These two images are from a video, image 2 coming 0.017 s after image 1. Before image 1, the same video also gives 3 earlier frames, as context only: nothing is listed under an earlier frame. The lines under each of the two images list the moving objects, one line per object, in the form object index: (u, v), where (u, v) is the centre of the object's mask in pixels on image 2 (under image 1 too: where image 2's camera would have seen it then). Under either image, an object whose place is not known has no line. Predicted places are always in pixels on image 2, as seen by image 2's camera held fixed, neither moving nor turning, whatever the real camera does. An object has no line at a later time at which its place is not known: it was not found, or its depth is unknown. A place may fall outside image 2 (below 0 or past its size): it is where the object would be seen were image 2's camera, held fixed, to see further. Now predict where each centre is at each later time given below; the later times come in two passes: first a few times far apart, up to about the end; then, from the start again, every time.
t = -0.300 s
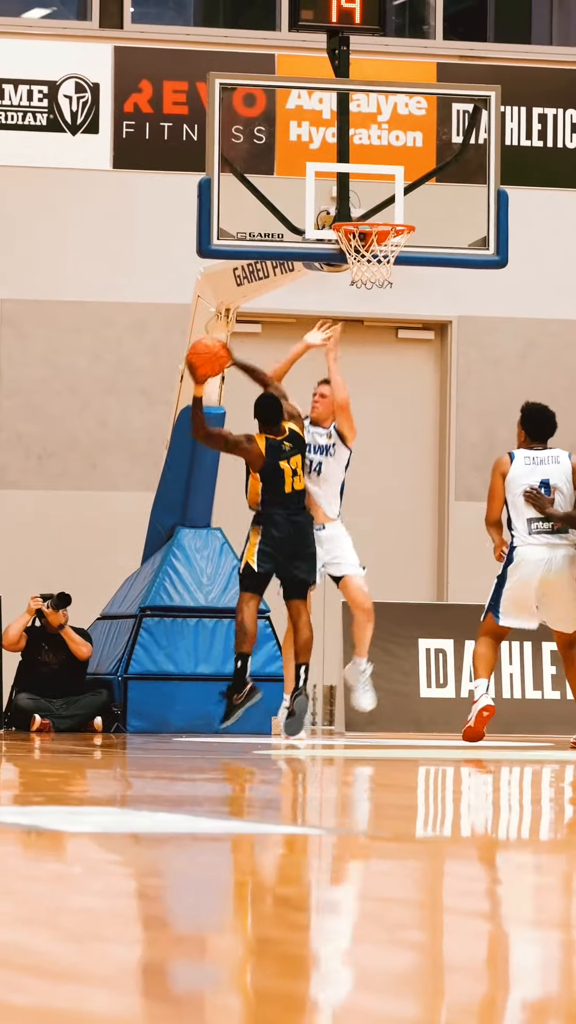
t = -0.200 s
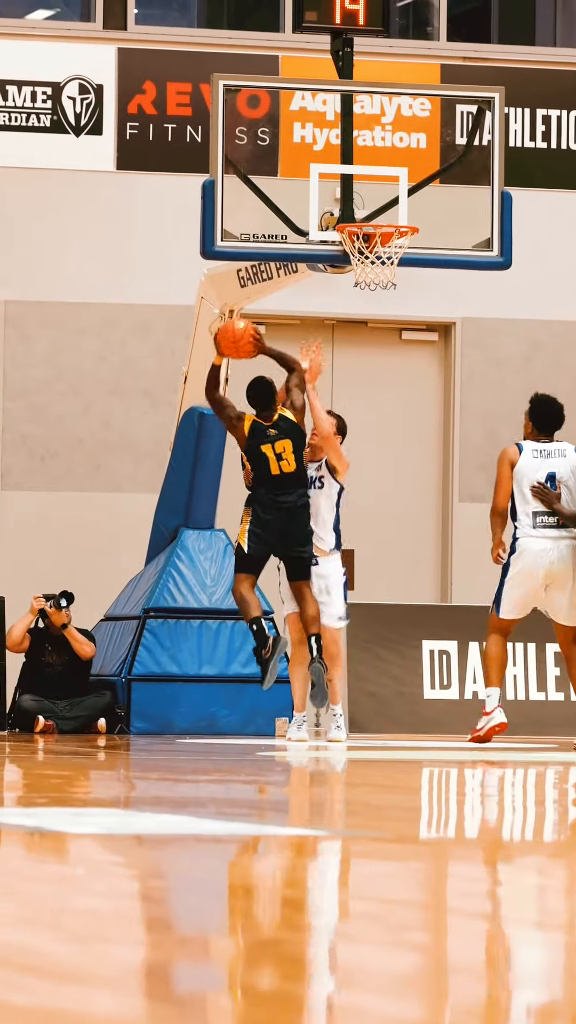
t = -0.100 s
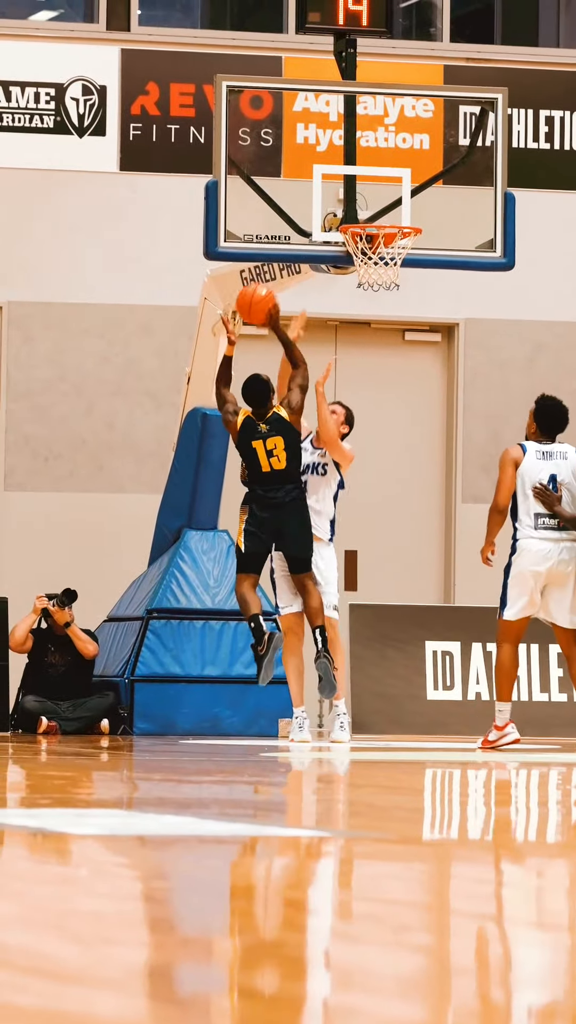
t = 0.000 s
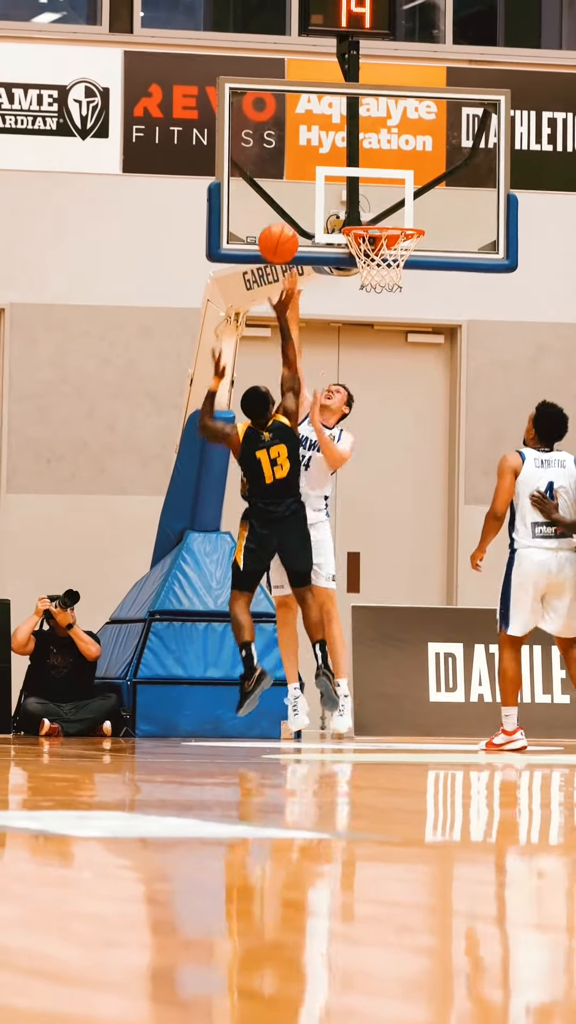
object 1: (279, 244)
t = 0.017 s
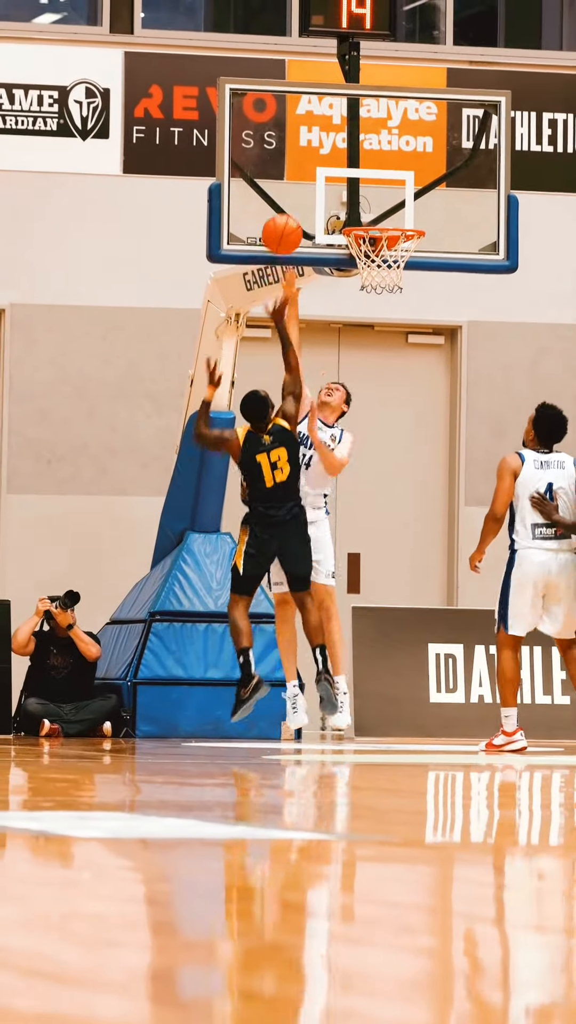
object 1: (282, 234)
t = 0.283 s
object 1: (334, 156)
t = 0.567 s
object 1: (390, 212)
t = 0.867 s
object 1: (373, 286)
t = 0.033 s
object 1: (285, 226)
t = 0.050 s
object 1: (288, 217)
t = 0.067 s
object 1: (291, 210)
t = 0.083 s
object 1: (294, 202)
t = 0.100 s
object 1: (298, 194)
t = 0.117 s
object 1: (300, 188)
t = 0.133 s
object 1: (304, 182)
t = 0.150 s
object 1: (307, 177)
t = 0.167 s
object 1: (310, 172)
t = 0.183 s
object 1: (313, 167)
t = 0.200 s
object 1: (316, 164)
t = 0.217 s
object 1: (320, 161)
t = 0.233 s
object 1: (323, 159)
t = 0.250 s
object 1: (326, 157)
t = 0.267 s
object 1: (330, 156)
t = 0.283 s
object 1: (334, 156)
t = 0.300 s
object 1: (337, 155)
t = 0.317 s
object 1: (340, 155)
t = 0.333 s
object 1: (344, 156)
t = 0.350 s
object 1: (347, 157)
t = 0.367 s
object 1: (350, 158)
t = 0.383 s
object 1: (354, 160)
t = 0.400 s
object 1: (357, 163)
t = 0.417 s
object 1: (361, 166)
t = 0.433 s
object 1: (364, 169)
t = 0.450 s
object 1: (367, 173)
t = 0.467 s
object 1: (371, 177)
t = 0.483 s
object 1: (374, 182)
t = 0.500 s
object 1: (377, 187)
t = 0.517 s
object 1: (381, 193)
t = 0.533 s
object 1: (384, 199)
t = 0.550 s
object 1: (387, 206)
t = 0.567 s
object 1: (390, 212)
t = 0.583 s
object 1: (394, 215)
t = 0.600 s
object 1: (397, 219)
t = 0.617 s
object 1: (394, 221)
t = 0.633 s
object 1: (390, 223)
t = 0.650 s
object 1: (395, 244)
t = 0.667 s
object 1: (382, 247)
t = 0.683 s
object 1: (381, 254)
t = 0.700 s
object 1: (380, 261)
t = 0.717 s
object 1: (377, 269)
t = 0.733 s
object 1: (374, 271)
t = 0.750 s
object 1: (373, 272)
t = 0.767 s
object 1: (373, 272)
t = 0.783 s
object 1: (372, 273)
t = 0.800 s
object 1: (372, 275)
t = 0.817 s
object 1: (373, 276)
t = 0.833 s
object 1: (373, 278)
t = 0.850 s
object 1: (373, 282)
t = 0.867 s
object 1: (373, 286)
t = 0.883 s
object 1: (374, 285)
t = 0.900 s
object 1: (374, 290)
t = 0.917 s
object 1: (374, 297)
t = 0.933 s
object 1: (374, 301)
